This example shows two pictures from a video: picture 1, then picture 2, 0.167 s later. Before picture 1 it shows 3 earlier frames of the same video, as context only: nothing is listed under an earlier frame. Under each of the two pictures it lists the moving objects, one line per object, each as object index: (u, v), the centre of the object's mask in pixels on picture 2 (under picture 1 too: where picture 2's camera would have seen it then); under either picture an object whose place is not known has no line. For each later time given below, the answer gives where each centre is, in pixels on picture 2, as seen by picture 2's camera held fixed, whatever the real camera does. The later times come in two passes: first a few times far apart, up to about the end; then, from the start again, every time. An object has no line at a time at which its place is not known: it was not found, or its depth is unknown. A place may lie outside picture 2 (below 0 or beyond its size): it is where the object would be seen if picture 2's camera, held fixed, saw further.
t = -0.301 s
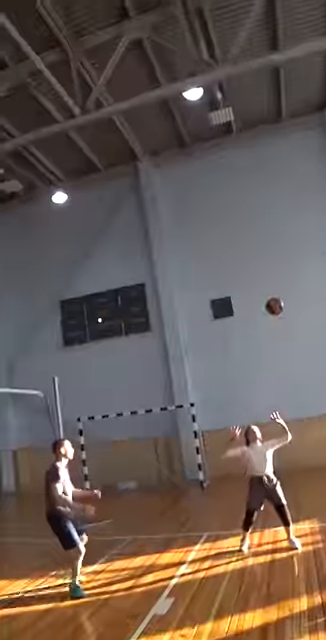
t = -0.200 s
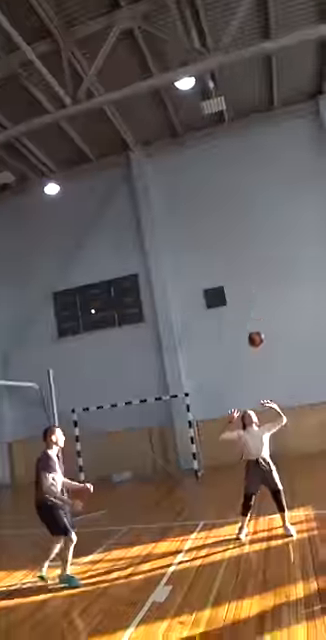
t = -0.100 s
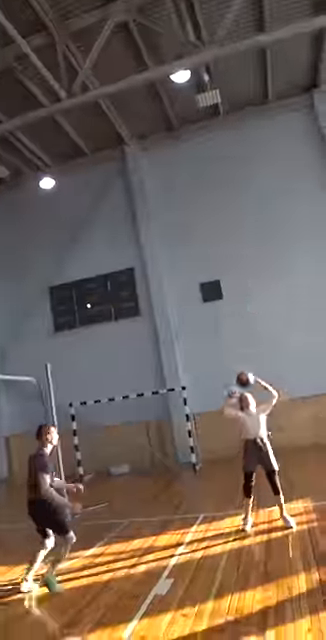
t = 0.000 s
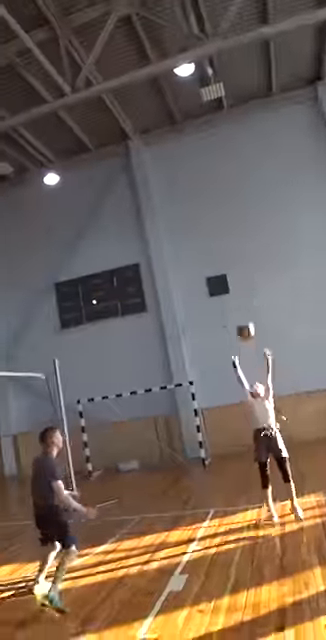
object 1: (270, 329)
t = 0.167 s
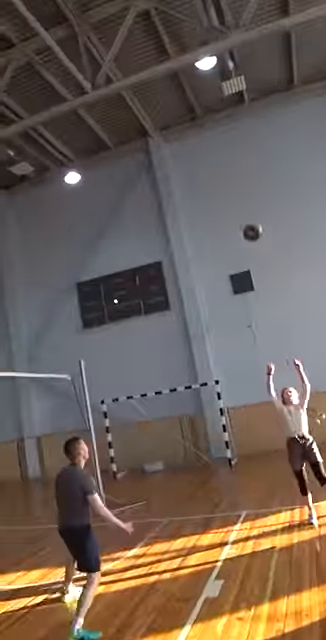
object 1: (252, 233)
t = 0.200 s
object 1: (248, 215)
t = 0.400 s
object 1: (230, 121)
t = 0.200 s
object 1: (248, 215)
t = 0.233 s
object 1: (246, 198)
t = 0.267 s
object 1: (242, 182)
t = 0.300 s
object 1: (240, 166)
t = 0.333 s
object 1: (236, 151)
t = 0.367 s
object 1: (233, 134)
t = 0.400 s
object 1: (230, 121)
